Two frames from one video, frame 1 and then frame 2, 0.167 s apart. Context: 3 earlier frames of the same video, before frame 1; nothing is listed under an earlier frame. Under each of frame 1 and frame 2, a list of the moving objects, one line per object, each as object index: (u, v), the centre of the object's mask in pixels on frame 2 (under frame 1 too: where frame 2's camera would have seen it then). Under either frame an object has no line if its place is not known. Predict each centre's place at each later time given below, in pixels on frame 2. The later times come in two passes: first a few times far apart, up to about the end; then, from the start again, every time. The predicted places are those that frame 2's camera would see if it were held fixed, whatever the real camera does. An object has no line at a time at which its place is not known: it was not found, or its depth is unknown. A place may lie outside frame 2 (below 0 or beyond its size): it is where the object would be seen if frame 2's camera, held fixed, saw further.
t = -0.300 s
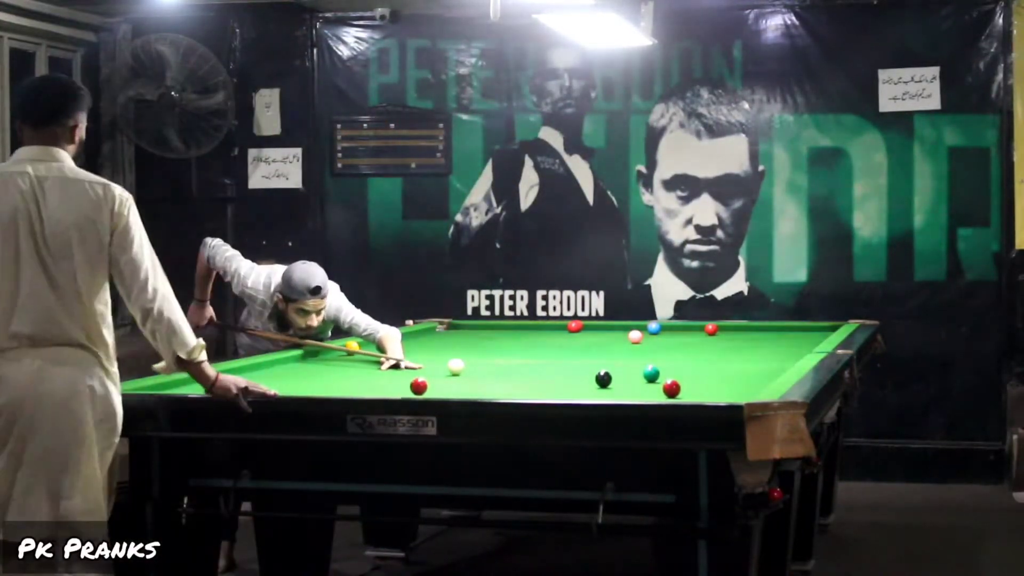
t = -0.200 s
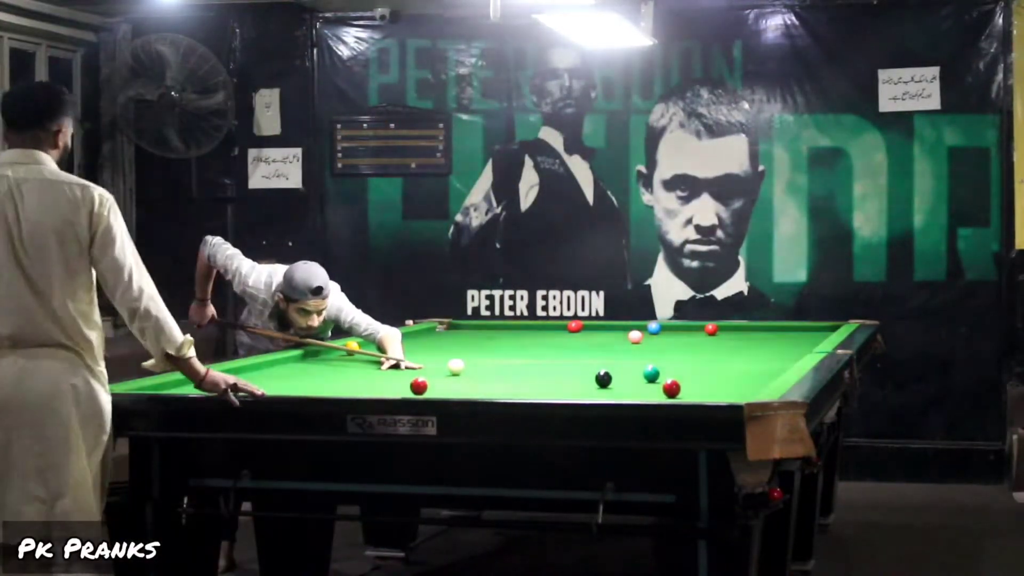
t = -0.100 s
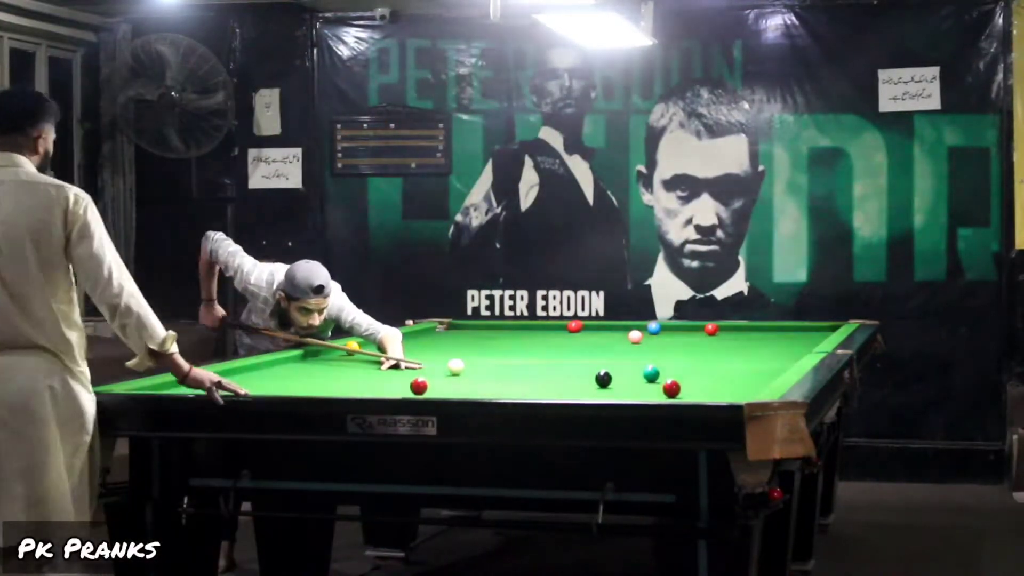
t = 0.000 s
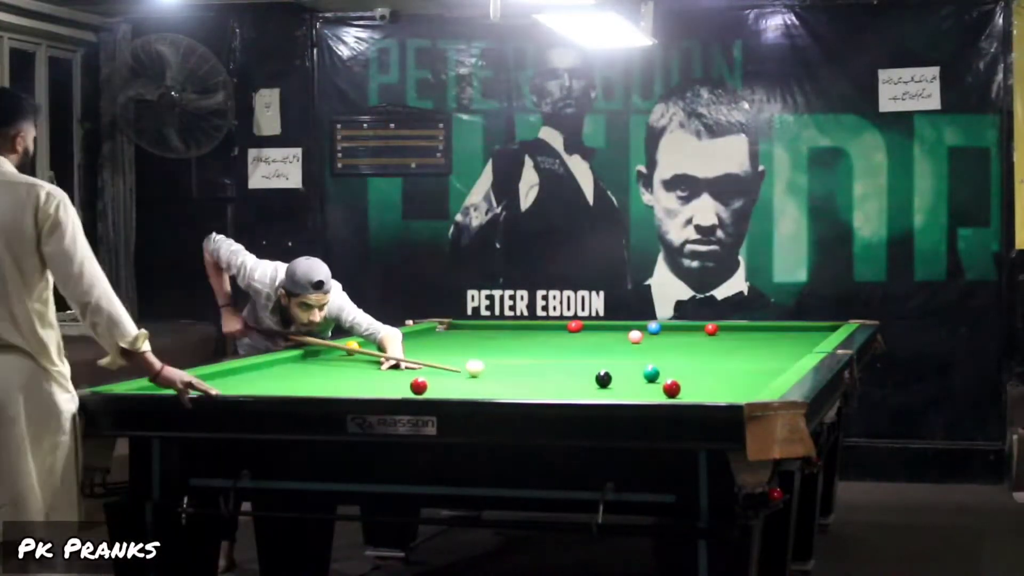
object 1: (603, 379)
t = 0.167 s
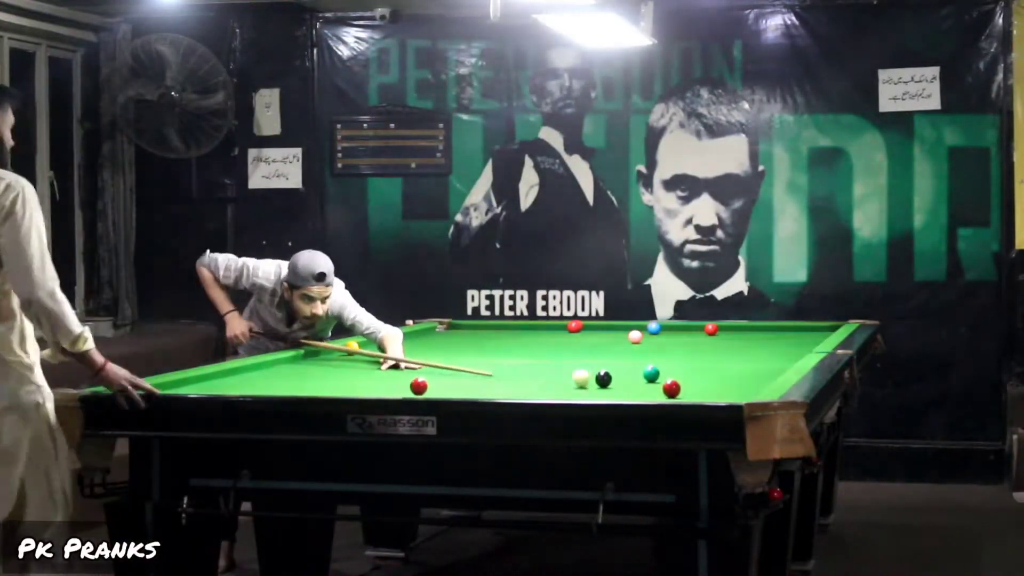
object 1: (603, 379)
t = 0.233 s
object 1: (618, 375)
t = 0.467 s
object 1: (655, 377)
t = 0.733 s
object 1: (696, 376)
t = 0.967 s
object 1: (729, 375)
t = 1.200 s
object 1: (761, 373)
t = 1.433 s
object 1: (775, 372)
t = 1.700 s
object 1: (757, 371)
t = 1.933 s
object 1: (744, 370)
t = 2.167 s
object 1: (731, 370)
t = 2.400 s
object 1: (721, 369)
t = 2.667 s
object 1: (710, 368)
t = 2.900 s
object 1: (703, 368)
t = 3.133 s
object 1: (696, 367)
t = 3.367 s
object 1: (691, 367)
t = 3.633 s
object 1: (687, 367)
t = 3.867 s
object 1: (685, 367)
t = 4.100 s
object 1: (685, 367)
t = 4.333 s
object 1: (685, 367)
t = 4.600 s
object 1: (685, 367)
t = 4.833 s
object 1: (685, 367)
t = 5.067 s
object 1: (685, 367)
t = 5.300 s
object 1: (685, 367)
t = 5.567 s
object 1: (685, 367)
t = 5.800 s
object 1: (685, 367)
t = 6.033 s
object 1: (685, 367)
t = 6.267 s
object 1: (685, 367)
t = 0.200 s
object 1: (611, 379)
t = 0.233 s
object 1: (618, 375)
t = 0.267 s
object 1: (621, 374)
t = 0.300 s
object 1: (626, 377)
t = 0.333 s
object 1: (633, 378)
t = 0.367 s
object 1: (638, 378)
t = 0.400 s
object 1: (644, 378)
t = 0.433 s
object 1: (649, 377)
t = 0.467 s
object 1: (655, 377)
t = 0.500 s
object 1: (660, 377)
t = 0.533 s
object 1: (665, 375)
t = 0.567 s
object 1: (670, 374)
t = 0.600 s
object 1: (676, 375)
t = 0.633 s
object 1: (681, 376)
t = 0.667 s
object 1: (686, 376)
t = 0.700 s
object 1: (691, 376)
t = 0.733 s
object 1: (696, 376)
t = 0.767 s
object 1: (701, 376)
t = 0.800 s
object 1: (705, 375)
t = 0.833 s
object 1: (710, 375)
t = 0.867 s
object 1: (715, 375)
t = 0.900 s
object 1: (720, 375)
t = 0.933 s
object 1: (725, 375)
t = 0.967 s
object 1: (729, 375)
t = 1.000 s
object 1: (734, 375)
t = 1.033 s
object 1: (738, 374)
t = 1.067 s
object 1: (743, 374)
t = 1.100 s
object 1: (747, 374)
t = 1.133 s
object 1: (752, 374)
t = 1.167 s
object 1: (756, 374)
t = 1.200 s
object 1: (761, 373)
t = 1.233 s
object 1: (765, 373)
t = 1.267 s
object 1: (769, 373)
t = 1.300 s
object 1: (773, 373)
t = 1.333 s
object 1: (777, 371)
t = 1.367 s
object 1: (780, 371)
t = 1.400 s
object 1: (777, 371)
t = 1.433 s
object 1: (775, 372)
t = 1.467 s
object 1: (773, 372)
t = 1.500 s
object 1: (771, 372)
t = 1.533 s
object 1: (769, 372)
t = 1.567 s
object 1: (766, 372)
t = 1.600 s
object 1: (764, 372)
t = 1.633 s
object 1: (762, 372)
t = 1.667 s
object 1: (760, 372)
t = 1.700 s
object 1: (757, 371)
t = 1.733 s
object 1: (755, 371)
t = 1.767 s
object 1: (753, 371)
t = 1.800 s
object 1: (751, 371)
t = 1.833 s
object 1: (749, 371)
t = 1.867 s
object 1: (748, 371)
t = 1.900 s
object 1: (745, 371)
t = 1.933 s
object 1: (744, 370)
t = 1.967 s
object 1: (742, 370)
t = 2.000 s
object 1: (740, 370)
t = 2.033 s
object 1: (738, 370)
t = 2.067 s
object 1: (736, 370)
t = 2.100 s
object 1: (735, 370)
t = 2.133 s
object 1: (733, 370)
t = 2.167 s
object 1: (731, 370)
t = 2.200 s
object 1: (730, 370)
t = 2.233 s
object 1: (728, 369)
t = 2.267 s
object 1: (727, 369)
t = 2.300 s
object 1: (725, 369)
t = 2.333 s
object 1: (724, 369)
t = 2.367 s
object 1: (722, 369)
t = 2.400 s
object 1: (721, 369)
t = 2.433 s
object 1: (719, 369)
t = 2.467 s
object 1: (718, 369)
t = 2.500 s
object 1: (717, 369)
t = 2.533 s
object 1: (715, 369)
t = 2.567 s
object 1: (714, 369)
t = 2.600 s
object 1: (713, 369)
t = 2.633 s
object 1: (712, 369)
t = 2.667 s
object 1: (710, 368)
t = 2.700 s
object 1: (709, 368)
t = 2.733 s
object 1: (708, 368)
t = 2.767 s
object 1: (707, 368)
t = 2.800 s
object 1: (706, 368)
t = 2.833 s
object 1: (705, 368)
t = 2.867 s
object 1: (704, 368)
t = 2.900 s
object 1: (703, 368)
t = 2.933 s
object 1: (702, 368)
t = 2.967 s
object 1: (701, 368)
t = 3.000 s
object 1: (700, 368)
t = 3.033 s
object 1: (699, 368)
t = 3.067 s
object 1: (698, 368)
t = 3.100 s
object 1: (697, 368)
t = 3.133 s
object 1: (696, 367)
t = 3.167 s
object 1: (696, 367)
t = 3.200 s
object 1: (695, 367)
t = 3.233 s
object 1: (694, 367)
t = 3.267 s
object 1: (693, 367)
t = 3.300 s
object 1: (693, 367)
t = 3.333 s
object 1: (692, 367)
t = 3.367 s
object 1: (691, 367)
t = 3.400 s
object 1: (691, 367)
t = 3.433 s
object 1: (690, 367)
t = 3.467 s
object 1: (690, 367)
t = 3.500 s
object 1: (689, 367)
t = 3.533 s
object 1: (689, 367)
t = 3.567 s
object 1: (688, 367)
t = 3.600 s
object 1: (688, 367)
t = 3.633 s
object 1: (687, 367)
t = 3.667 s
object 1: (687, 367)
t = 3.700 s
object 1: (687, 367)
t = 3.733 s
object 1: (686, 367)
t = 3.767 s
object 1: (686, 367)
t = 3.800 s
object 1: (686, 367)
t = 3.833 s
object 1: (686, 367)
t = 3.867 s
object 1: (685, 367)
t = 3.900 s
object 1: (685, 367)
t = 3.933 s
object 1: (685, 367)
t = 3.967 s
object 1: (685, 367)
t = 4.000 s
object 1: (685, 367)
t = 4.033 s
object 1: (685, 367)
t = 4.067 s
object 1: (685, 367)
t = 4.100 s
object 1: (685, 367)
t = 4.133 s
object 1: (685, 367)
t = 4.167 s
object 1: (685, 367)
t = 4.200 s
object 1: (685, 367)
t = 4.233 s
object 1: (685, 367)
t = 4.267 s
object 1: (685, 367)
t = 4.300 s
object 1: (685, 367)
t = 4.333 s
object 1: (685, 367)
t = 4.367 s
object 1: (685, 367)
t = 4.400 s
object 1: (685, 367)
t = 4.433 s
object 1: (685, 367)
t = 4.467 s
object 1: (685, 367)
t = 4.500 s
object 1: (685, 367)
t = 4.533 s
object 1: (685, 367)
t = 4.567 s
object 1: (685, 367)
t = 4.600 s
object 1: (685, 367)
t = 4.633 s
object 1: (685, 367)
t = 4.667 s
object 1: (685, 367)
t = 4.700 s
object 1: (685, 367)
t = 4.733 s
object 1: (685, 367)
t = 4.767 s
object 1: (685, 367)
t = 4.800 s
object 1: (685, 367)
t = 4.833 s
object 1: (685, 367)
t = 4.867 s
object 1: (685, 367)
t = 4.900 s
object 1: (685, 367)
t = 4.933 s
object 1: (685, 367)
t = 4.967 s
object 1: (685, 367)
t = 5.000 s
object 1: (685, 367)
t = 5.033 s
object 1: (685, 367)
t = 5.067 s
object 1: (685, 367)
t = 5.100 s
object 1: (685, 367)
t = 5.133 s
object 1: (685, 367)
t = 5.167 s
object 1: (685, 367)
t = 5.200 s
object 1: (685, 367)
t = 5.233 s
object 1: (685, 367)
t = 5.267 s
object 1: (685, 367)
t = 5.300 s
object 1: (685, 367)
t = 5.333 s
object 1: (685, 367)
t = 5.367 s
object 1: (685, 367)
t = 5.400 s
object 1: (685, 367)
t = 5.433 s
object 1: (685, 367)
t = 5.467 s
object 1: (685, 367)
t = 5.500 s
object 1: (685, 367)
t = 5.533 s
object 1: (685, 367)
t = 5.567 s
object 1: (685, 367)
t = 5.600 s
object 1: (685, 367)
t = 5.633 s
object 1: (685, 367)
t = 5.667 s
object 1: (685, 367)
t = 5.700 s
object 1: (685, 367)
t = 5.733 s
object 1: (685, 367)
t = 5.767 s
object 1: (685, 367)
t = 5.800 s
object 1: (685, 367)
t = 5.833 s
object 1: (685, 367)
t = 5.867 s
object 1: (685, 367)
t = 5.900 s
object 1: (685, 367)
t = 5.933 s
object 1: (685, 367)
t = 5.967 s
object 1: (685, 367)
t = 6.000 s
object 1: (685, 367)
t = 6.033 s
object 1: (685, 367)
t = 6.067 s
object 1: (685, 367)
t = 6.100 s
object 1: (685, 367)
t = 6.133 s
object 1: (685, 367)
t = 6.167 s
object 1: (685, 367)
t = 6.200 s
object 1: (685, 367)
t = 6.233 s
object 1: (685, 367)
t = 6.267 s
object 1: (685, 367)
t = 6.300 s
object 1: (685, 367)
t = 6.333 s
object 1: (685, 367)
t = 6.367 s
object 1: (685, 367)
